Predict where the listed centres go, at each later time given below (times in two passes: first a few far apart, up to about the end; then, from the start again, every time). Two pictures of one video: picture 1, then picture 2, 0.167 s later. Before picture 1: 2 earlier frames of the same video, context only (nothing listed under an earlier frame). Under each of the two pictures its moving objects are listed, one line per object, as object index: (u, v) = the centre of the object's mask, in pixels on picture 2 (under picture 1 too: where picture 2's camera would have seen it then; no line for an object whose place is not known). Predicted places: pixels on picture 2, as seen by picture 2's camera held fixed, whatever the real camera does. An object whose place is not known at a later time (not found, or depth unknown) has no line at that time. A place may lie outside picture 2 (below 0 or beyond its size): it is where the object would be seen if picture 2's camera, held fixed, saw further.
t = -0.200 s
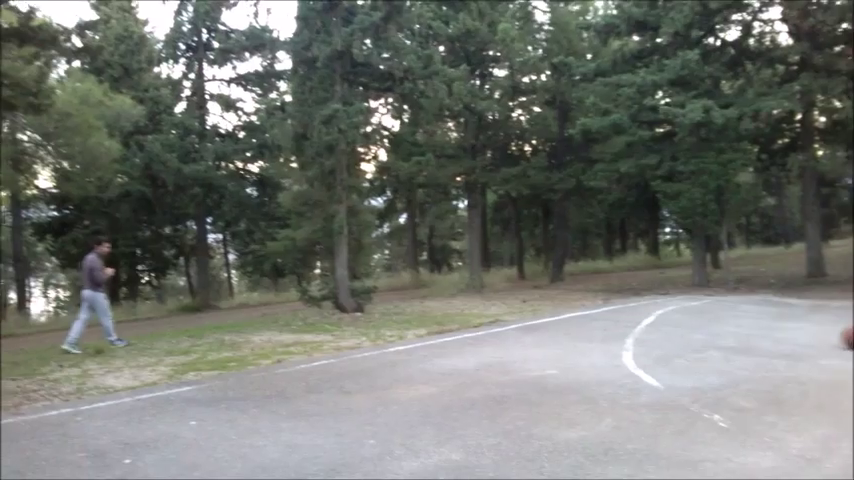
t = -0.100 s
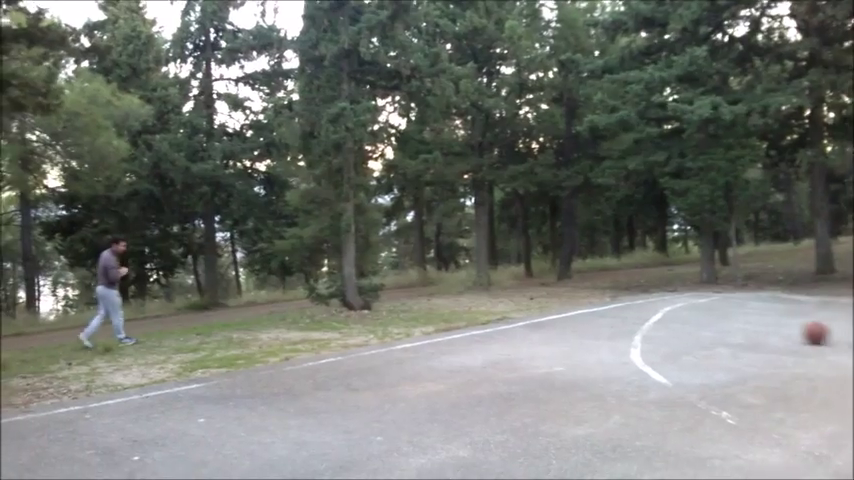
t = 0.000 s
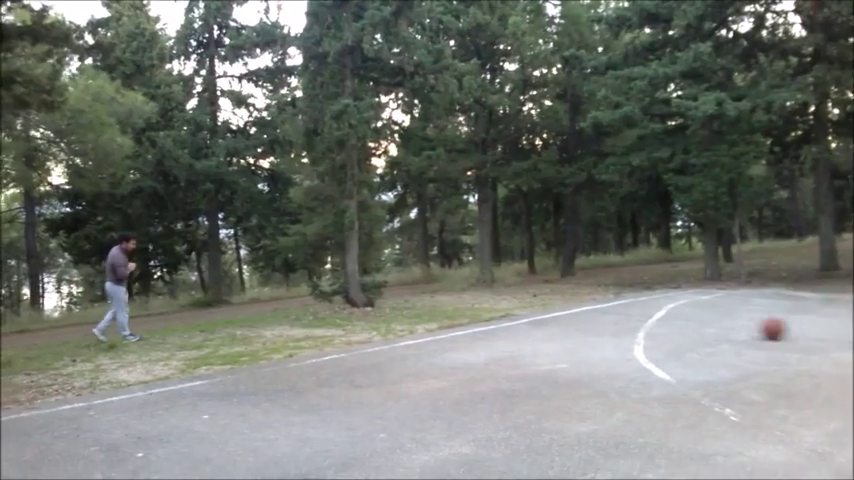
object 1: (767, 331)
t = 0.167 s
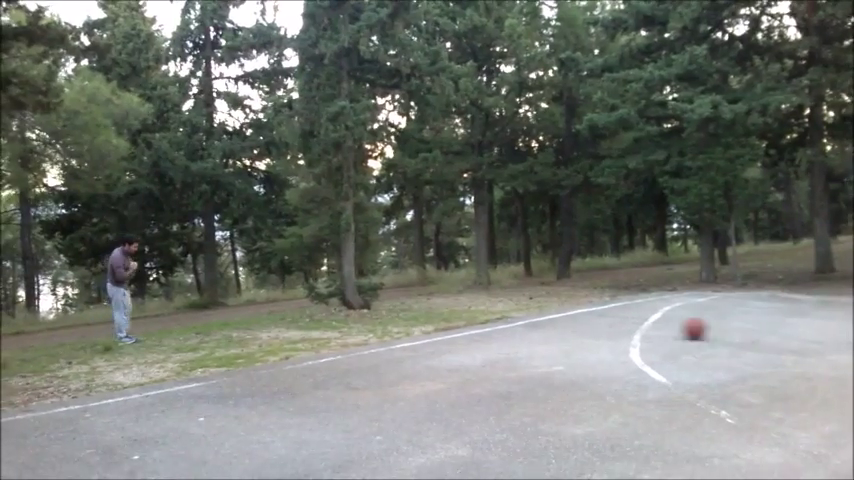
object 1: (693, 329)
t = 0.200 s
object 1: (680, 329)
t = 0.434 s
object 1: (585, 326)
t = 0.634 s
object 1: (514, 323)
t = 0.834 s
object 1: (448, 324)
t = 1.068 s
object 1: (376, 328)
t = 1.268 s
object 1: (320, 331)
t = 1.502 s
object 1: (260, 331)
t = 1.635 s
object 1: (229, 331)
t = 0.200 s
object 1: (680, 329)
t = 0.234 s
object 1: (665, 328)
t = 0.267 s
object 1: (653, 328)
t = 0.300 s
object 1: (638, 327)
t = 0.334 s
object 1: (625, 327)
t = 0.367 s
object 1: (612, 326)
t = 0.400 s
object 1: (598, 326)
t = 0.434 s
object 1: (585, 326)
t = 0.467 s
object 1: (574, 325)
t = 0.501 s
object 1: (561, 325)
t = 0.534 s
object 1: (548, 325)
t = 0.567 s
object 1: (537, 324)
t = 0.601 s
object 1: (526, 324)
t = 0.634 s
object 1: (514, 323)
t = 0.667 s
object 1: (503, 323)
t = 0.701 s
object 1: (492, 323)
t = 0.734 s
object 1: (480, 323)
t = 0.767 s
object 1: (470, 322)
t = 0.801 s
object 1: (458, 324)
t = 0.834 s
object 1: (448, 324)
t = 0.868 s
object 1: (437, 324)
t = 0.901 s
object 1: (426, 325)
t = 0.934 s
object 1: (416, 326)
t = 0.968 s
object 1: (405, 330)
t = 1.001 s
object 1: (395, 333)
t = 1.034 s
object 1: (386, 331)
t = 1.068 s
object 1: (376, 328)
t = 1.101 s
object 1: (366, 326)
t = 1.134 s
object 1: (357, 326)
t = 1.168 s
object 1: (348, 326)
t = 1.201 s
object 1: (339, 327)
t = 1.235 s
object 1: (329, 330)
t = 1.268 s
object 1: (320, 331)
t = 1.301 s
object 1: (311, 330)
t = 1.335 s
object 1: (303, 329)
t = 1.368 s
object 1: (294, 328)
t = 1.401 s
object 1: (286, 329)
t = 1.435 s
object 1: (277, 331)
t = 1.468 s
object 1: (269, 332)
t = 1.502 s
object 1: (260, 331)
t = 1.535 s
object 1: (252, 330)
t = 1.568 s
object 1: (244, 330)
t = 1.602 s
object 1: (236, 330)
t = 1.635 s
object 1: (229, 331)
